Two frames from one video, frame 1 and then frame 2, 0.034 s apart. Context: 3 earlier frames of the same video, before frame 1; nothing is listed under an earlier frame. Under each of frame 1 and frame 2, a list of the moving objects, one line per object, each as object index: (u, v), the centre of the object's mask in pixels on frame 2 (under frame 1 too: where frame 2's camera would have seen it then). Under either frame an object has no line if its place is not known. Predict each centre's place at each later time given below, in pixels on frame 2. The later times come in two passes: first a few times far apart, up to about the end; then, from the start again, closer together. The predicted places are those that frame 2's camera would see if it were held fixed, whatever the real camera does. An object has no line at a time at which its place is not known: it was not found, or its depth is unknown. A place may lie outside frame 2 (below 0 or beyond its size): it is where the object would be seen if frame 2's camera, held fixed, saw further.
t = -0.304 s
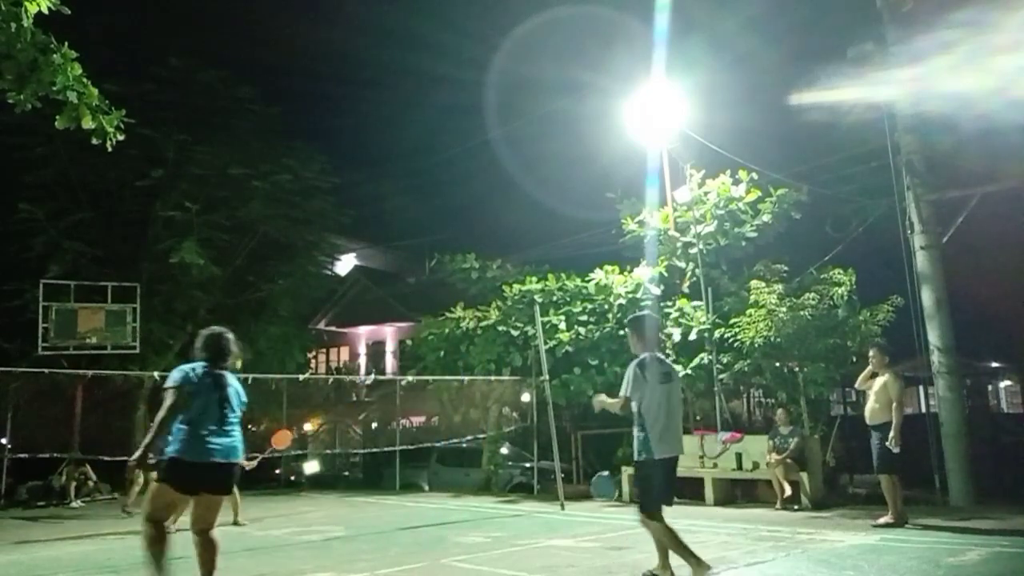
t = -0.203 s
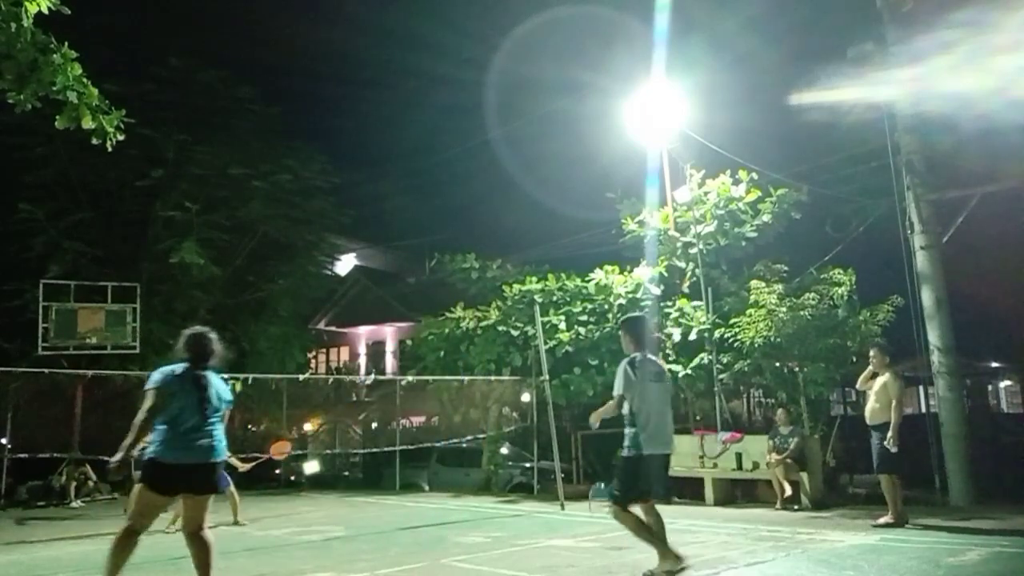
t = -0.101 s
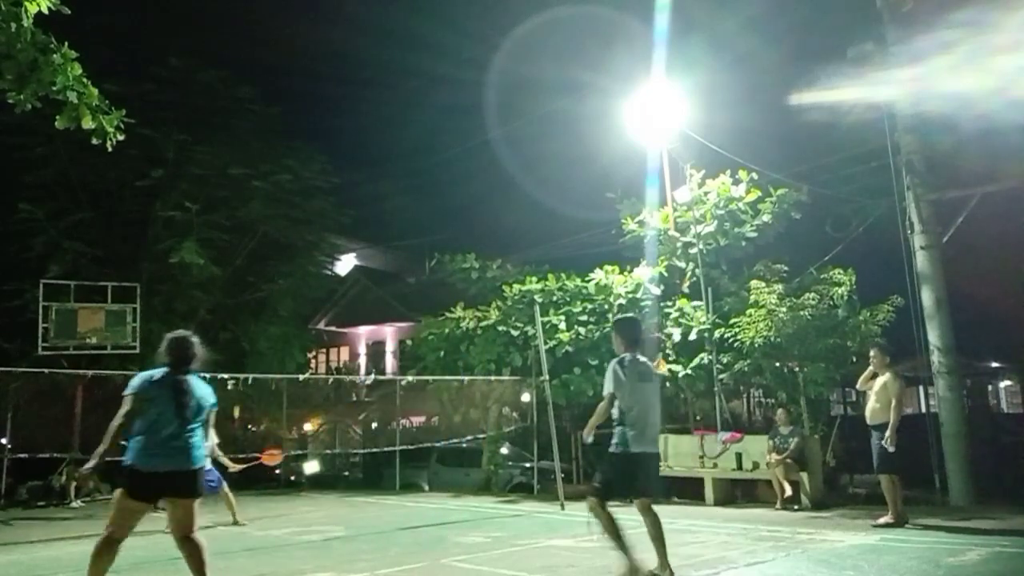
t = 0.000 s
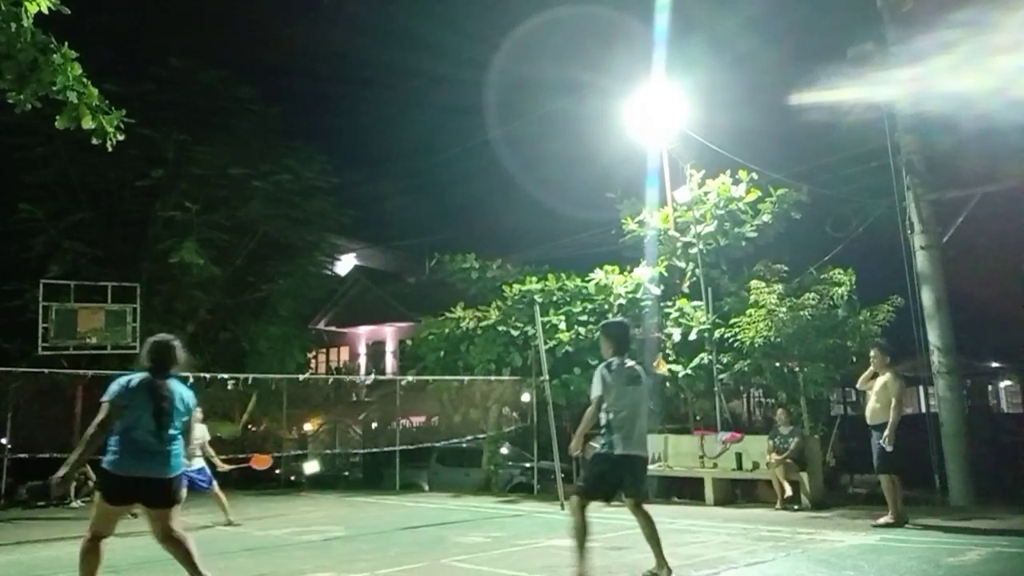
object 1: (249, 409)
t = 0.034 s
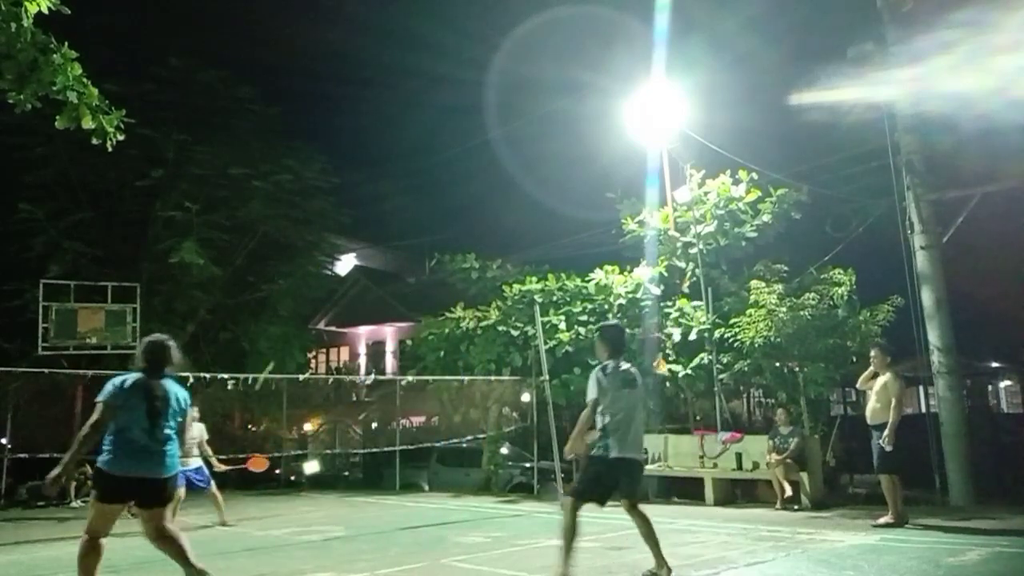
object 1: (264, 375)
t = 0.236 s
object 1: (343, 236)
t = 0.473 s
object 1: (419, 142)
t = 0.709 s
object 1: (497, 114)
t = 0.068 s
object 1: (279, 348)
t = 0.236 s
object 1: (343, 236)
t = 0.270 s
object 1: (354, 219)
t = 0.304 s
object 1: (365, 203)
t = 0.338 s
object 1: (376, 188)
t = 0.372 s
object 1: (387, 175)
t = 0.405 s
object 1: (398, 163)
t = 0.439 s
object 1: (409, 152)
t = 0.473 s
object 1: (419, 142)
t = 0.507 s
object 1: (430, 134)
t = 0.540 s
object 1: (441, 127)
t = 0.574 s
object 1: (452, 122)
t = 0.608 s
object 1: (463, 117)
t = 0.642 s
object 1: (474, 115)
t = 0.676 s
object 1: (486, 113)
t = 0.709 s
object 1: (497, 114)
